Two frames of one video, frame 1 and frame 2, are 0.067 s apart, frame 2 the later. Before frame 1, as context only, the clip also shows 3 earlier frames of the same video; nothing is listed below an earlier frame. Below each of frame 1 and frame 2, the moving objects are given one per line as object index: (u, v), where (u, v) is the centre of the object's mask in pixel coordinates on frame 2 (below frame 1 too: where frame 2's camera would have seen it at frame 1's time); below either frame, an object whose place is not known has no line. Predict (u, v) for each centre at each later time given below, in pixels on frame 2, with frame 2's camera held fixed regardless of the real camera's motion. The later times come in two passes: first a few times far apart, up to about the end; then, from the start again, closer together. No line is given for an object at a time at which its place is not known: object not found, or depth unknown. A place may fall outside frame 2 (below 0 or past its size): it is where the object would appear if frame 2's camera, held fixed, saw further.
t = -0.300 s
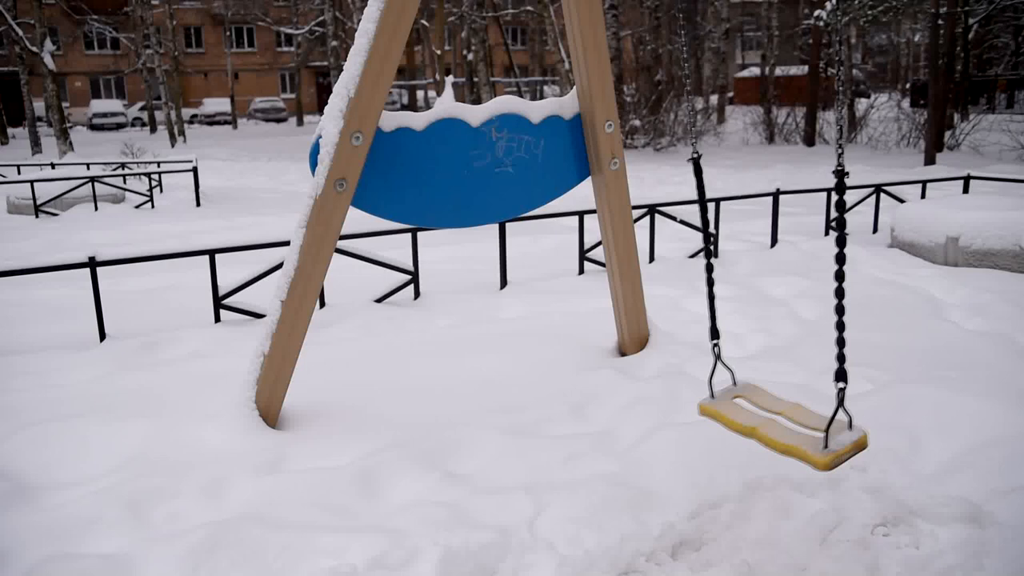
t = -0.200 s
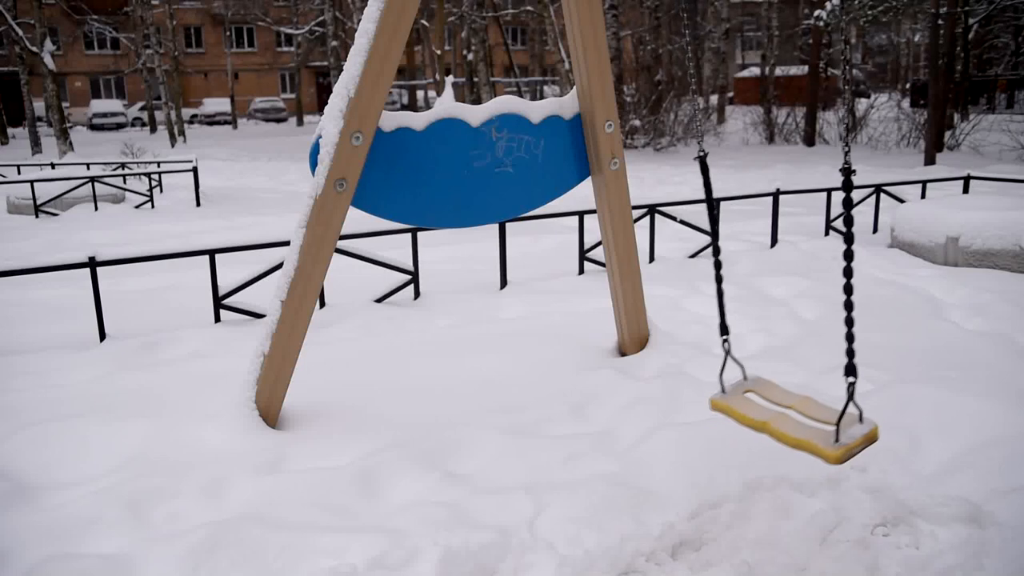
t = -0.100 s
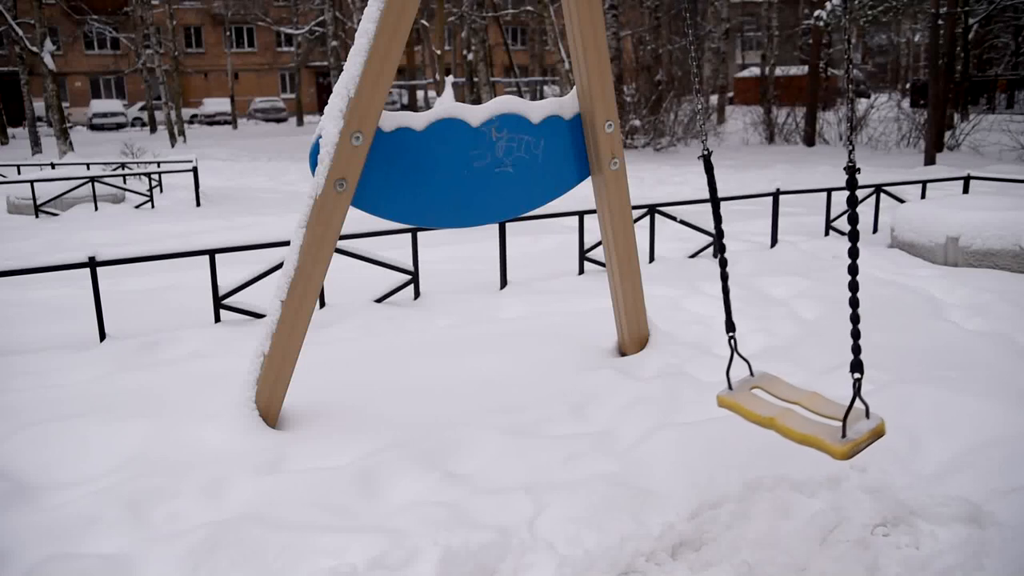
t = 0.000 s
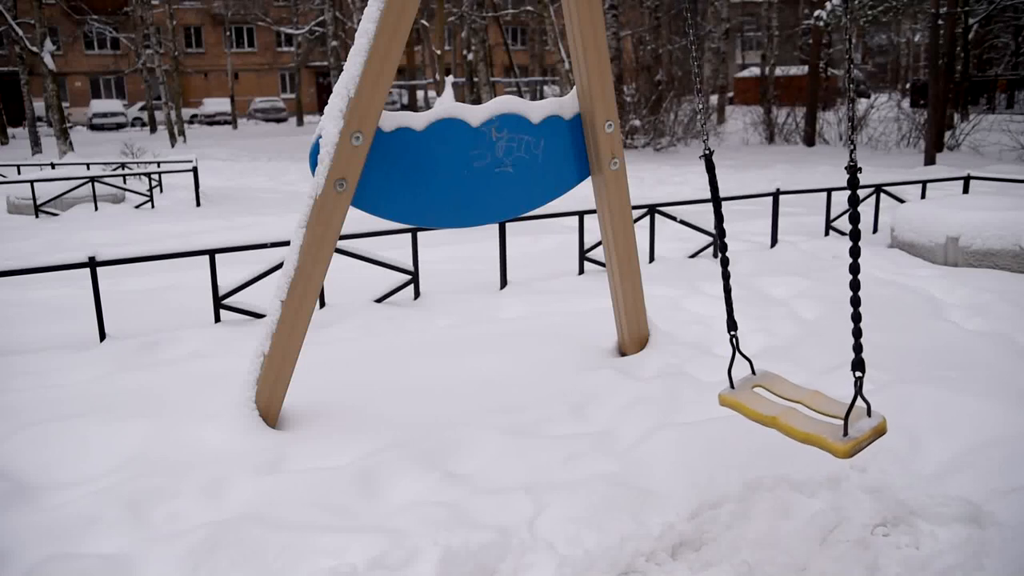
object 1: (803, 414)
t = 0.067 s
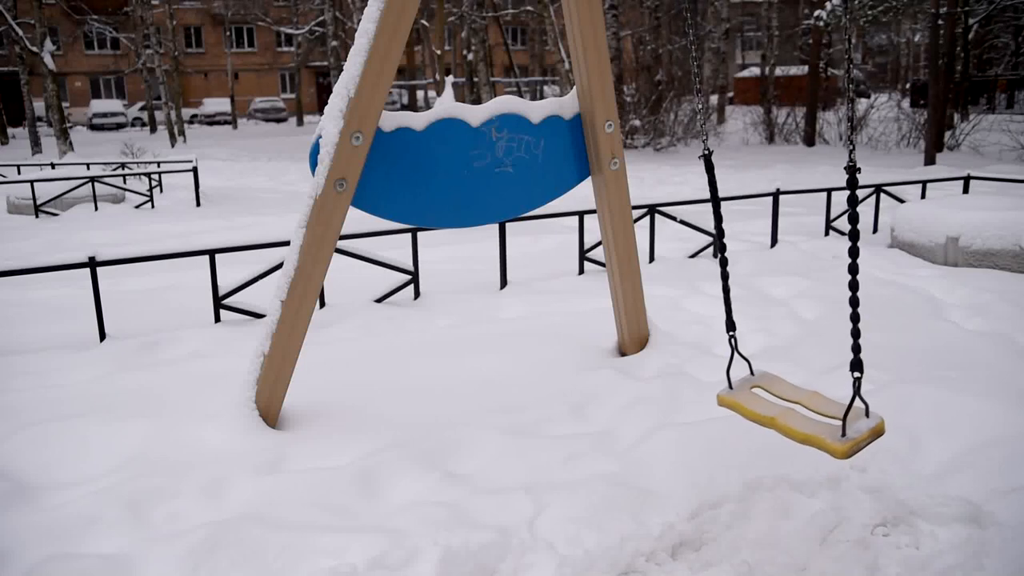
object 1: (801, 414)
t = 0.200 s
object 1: (792, 420)
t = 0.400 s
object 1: (763, 434)
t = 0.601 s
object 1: (720, 450)
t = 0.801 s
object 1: (676, 462)
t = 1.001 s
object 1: (643, 469)
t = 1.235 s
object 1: (633, 471)
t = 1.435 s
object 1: (652, 468)
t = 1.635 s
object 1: (690, 460)
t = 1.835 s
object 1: (733, 446)
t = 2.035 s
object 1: (772, 430)
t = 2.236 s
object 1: (796, 417)
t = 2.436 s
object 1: (800, 415)
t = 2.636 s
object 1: (786, 424)
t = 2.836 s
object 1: (754, 439)
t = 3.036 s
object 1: (712, 455)
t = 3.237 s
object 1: (670, 465)
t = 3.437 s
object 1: (641, 470)
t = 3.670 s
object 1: (637, 470)
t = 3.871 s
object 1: (660, 465)
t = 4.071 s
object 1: (698, 456)
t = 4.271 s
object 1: (741, 441)
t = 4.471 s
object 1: (777, 426)
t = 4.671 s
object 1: (797, 418)
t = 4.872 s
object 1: (799, 418)
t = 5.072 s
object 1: (781, 429)
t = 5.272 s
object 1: (746, 444)
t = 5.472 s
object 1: (703, 458)
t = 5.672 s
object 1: (663, 467)
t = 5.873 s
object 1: (638, 469)
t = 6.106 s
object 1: (640, 467)
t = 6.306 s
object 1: (667, 462)
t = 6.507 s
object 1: (708, 452)
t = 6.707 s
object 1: (750, 438)
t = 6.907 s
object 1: (783, 425)
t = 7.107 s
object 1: (800, 419)
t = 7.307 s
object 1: (797, 422)
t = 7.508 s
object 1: (775, 434)
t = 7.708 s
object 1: (736, 448)
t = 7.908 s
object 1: (692, 460)
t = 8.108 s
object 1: (654, 466)
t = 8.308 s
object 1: (636, 468)
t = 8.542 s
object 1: (646, 465)
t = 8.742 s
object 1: (677, 459)
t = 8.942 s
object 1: (720, 449)
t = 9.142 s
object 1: (760, 435)
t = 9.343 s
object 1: (790, 424)
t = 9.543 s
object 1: (801, 420)
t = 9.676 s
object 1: (797, 423)
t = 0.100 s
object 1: (800, 415)
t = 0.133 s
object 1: (798, 417)
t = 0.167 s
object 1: (795, 417)
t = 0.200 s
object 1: (792, 420)
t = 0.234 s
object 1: (788, 421)
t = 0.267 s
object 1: (784, 423)
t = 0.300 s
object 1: (779, 426)
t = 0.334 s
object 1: (774, 428)
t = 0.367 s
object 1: (769, 431)
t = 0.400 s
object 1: (763, 434)
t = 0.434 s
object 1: (756, 437)
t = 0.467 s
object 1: (749, 439)
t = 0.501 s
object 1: (742, 442)
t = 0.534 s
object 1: (735, 445)
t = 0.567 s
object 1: (728, 447)
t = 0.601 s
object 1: (720, 450)
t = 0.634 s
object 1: (713, 453)
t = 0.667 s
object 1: (705, 455)
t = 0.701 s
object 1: (698, 458)
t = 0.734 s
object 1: (690, 459)
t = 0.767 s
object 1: (683, 461)
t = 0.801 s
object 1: (676, 462)
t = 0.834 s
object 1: (670, 464)
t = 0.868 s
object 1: (664, 466)
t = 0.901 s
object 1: (657, 467)
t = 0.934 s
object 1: (652, 468)
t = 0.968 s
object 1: (648, 468)
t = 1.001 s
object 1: (643, 469)
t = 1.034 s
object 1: (640, 470)
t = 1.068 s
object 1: (637, 470)
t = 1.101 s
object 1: (634, 471)
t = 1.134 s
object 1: (633, 471)
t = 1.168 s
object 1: (632, 471)
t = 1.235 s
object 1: (633, 471)
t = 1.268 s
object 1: (634, 471)
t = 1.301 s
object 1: (637, 471)
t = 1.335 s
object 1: (639, 470)
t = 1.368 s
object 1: (643, 470)
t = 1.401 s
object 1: (647, 469)
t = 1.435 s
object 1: (652, 468)
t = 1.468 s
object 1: (657, 468)
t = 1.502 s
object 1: (663, 466)
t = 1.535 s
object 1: (669, 466)
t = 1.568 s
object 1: (675, 463)
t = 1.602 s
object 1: (682, 462)
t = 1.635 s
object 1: (690, 460)
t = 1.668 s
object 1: (697, 459)
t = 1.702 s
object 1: (704, 456)
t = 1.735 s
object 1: (711, 454)
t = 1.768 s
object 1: (719, 451)
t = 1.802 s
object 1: (726, 449)
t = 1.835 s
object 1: (733, 446)
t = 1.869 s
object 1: (740, 443)
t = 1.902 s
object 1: (747, 441)
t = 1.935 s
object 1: (754, 438)
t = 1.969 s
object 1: (760, 435)
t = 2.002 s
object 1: (766, 432)
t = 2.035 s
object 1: (772, 430)
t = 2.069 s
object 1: (777, 427)
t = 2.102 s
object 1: (781, 425)
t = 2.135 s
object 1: (786, 423)
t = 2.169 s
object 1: (790, 421)
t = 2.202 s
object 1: (793, 419)
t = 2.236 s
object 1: (796, 417)
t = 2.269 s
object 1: (798, 416)
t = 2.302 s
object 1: (799, 415)
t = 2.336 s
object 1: (800, 415)
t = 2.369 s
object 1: (801, 415)
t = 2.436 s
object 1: (800, 415)
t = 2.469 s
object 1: (799, 416)
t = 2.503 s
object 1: (798, 417)
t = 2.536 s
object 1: (796, 418)
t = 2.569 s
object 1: (793, 420)
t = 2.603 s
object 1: (789, 421)
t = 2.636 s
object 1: (786, 424)
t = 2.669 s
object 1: (782, 425)
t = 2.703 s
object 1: (778, 429)
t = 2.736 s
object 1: (772, 431)
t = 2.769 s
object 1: (767, 434)
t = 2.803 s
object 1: (760, 436)
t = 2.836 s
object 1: (754, 439)
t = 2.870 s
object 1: (748, 441)
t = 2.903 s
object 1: (741, 444)
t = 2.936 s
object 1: (734, 447)
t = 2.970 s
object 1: (726, 449)
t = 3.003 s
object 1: (720, 453)
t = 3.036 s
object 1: (712, 455)
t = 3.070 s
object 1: (705, 457)
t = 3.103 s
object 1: (697, 459)
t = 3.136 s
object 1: (690, 461)
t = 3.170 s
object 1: (683, 462)
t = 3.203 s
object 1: (676, 464)
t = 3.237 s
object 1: (670, 465)
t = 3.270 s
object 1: (664, 466)
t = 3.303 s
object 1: (658, 467)
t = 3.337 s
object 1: (653, 468)
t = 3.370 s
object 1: (649, 469)
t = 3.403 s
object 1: (645, 469)
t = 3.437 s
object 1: (641, 470)
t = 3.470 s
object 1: (638, 470)
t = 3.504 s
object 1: (636, 470)
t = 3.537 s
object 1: (635, 470)
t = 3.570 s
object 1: (634, 470)
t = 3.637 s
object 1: (635, 470)
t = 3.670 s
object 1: (637, 470)
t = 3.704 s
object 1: (639, 469)
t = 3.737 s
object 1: (642, 469)
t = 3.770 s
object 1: (646, 468)
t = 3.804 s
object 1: (650, 467)
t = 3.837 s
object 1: (655, 467)
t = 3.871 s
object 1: (660, 465)
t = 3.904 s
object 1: (665, 464)
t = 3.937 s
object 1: (671, 463)
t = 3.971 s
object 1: (677, 461)
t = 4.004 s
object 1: (684, 459)
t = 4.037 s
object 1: (692, 458)
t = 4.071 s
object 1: (698, 456)
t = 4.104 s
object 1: (706, 454)
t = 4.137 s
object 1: (713, 451)
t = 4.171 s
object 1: (720, 449)
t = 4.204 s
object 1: (727, 447)
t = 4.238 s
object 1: (734, 444)
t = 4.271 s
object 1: (741, 441)
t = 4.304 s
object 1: (748, 439)
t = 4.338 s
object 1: (754, 436)
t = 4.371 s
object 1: (761, 434)
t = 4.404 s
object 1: (766, 431)
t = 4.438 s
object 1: (772, 429)
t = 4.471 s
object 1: (777, 426)
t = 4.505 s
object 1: (781, 424)
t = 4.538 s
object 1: (786, 423)
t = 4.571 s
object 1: (789, 421)
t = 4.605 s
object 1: (793, 420)
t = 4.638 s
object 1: (795, 418)
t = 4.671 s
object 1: (797, 418)
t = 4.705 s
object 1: (799, 417)
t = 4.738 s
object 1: (800, 416)
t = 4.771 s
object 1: (800, 416)
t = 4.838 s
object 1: (799, 417)
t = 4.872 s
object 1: (799, 418)
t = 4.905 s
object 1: (797, 420)
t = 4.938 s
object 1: (795, 420)
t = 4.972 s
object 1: (792, 423)
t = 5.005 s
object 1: (789, 424)
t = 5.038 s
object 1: (785, 427)
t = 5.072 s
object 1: (781, 429)
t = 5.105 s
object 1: (776, 431)
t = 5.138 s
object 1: (771, 434)
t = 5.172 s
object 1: (765, 437)
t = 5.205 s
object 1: (759, 439)
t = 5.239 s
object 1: (753, 441)
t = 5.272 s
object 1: (746, 444)
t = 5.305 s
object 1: (739, 447)
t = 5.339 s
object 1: (732, 449)
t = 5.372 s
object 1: (726, 452)
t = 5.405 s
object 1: (718, 455)
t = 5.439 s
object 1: (711, 457)
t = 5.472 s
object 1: (703, 458)
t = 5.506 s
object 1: (696, 460)
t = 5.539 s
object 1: (688, 462)
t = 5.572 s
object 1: (682, 464)
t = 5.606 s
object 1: (675, 465)
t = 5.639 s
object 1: (669, 466)
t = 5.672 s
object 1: (663, 467)
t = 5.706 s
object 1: (657, 467)
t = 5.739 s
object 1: (652, 468)
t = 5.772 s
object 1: (648, 469)
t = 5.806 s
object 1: (644, 469)
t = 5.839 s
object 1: (641, 469)
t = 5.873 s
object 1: (638, 469)
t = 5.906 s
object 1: (636, 469)
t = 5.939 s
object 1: (635, 469)
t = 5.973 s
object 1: (635, 469)
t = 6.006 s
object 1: (635, 469)
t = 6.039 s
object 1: (636, 468)
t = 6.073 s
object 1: (638, 468)
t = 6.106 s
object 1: (640, 467)
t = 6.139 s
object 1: (643, 467)
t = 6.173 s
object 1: (647, 466)
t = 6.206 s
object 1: (651, 465)
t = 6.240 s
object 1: (656, 464)
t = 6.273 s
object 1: (662, 463)
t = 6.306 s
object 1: (667, 462)
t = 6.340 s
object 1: (674, 461)
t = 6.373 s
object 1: (680, 459)
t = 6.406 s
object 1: (687, 458)
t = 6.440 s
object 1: (694, 456)
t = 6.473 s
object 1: (701, 454)
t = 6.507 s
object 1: (708, 452)
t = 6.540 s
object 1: (715, 450)
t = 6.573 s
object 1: (723, 447)
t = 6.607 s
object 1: (730, 445)
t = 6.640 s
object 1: (737, 443)
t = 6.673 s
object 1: (744, 441)
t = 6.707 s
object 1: (750, 438)
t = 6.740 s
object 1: (756, 435)
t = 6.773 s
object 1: (763, 433)
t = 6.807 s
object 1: (768, 431)
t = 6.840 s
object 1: (774, 429)
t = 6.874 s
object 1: (779, 427)
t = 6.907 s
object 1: (783, 425)
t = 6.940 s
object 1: (788, 423)
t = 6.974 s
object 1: (791, 422)
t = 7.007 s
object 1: (794, 420)
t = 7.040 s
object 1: (797, 420)
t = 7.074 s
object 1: (799, 419)
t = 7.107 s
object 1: (800, 419)
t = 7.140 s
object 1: (801, 419)
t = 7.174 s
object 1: (801, 419)
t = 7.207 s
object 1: (801, 419)
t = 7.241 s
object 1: (800, 420)
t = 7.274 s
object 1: (799, 421)
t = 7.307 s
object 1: (797, 422)
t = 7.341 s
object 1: (794, 423)
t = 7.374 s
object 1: (791, 426)
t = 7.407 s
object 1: (788, 427)
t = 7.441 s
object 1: (783, 429)
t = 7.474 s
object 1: (779, 431)
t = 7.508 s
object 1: (775, 434)
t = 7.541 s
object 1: (769, 436)
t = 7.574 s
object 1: (763, 439)
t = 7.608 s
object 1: (757, 442)
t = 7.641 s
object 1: (750, 444)
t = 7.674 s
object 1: (743, 447)
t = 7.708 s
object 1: (736, 448)
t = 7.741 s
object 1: (729, 451)
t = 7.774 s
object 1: (722, 453)
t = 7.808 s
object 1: (714, 455)
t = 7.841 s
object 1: (707, 458)
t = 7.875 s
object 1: (699, 459)
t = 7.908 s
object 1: (692, 460)
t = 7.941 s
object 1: (685, 462)
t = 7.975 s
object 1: (678, 463)
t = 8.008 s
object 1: (672, 465)
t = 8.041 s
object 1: (665, 465)
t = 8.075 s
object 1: (660, 466)
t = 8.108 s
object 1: (654, 466)
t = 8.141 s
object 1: (650, 467)
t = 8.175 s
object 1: (646, 467)
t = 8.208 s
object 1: (643, 468)
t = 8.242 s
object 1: (639, 468)
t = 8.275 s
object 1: (637, 468)
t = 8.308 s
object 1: (636, 468)
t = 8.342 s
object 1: (635, 468)
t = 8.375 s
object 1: (635, 467)
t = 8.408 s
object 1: (636, 467)
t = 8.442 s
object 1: (637, 467)
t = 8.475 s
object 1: (639, 466)
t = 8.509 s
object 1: (642, 466)
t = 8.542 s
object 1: (646, 465)
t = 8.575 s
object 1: (650, 465)
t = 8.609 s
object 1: (654, 464)
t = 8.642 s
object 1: (659, 463)
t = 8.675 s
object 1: (665, 462)
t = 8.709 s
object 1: (671, 461)
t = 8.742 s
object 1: (677, 459)
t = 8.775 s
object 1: (684, 458)
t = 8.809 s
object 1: (691, 457)
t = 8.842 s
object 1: (698, 455)
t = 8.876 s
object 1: (705, 453)
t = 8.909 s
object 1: (712, 451)
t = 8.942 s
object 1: (720, 449)
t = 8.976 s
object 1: (727, 447)
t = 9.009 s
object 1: (734, 444)
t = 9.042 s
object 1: (741, 443)
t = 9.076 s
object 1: (748, 440)
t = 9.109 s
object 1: (754, 437)
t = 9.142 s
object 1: (760, 435)
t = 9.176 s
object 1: (766, 433)
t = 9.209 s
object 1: (772, 431)
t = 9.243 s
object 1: (777, 429)
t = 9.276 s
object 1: (782, 427)
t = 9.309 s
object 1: (786, 426)
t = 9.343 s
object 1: (790, 424)
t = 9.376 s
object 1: (793, 423)
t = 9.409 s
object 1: (796, 422)
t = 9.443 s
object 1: (798, 421)
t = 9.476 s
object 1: (800, 421)
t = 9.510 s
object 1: (800, 420)
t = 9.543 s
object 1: (801, 420)
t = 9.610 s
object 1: (800, 421)
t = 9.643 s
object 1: (799, 422)
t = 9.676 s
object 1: (797, 423)
